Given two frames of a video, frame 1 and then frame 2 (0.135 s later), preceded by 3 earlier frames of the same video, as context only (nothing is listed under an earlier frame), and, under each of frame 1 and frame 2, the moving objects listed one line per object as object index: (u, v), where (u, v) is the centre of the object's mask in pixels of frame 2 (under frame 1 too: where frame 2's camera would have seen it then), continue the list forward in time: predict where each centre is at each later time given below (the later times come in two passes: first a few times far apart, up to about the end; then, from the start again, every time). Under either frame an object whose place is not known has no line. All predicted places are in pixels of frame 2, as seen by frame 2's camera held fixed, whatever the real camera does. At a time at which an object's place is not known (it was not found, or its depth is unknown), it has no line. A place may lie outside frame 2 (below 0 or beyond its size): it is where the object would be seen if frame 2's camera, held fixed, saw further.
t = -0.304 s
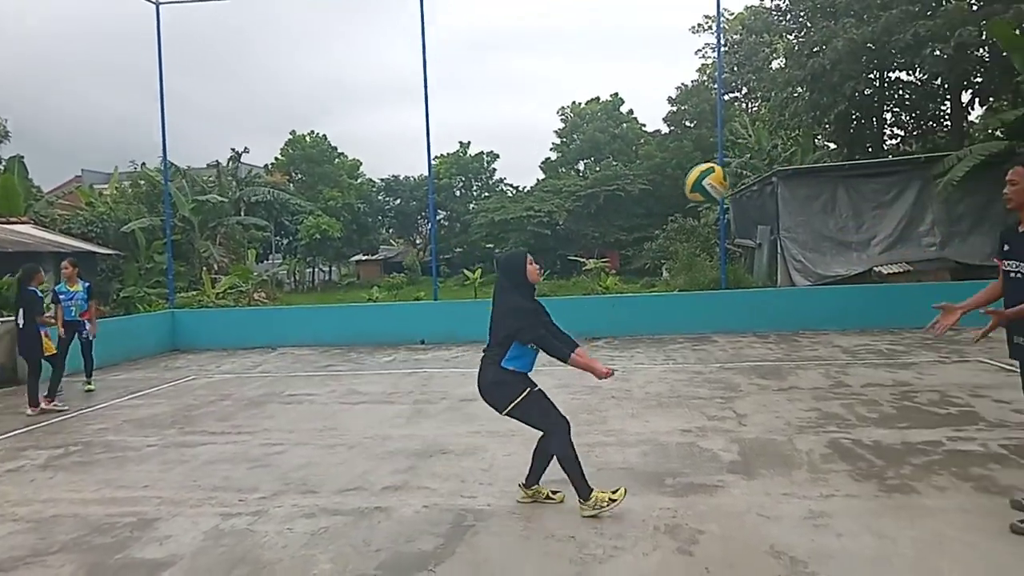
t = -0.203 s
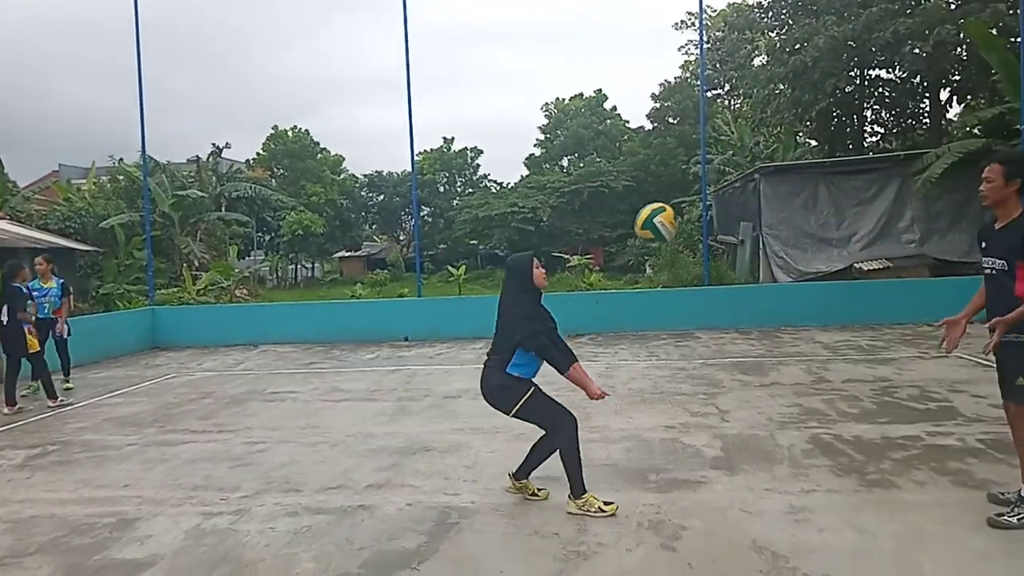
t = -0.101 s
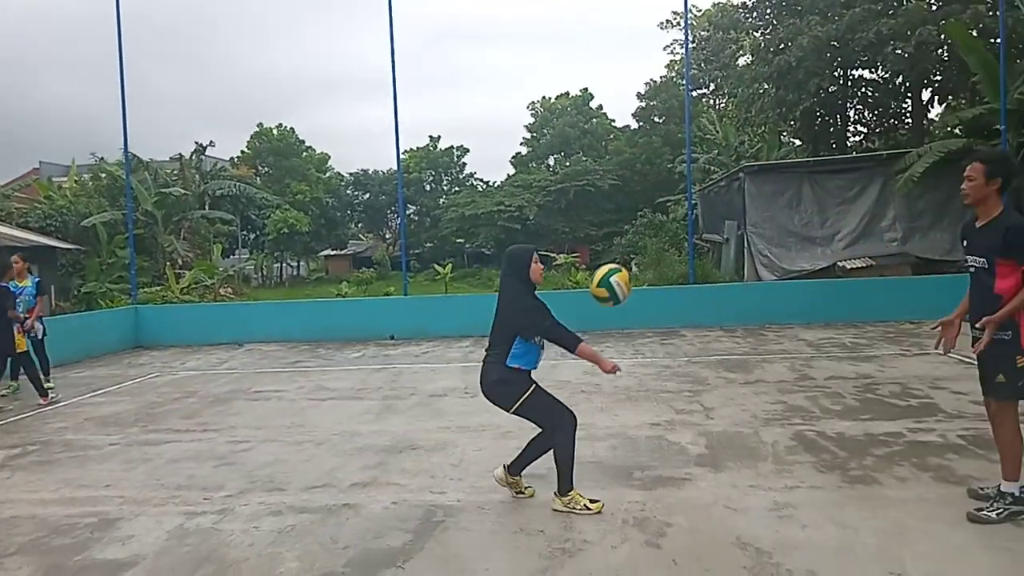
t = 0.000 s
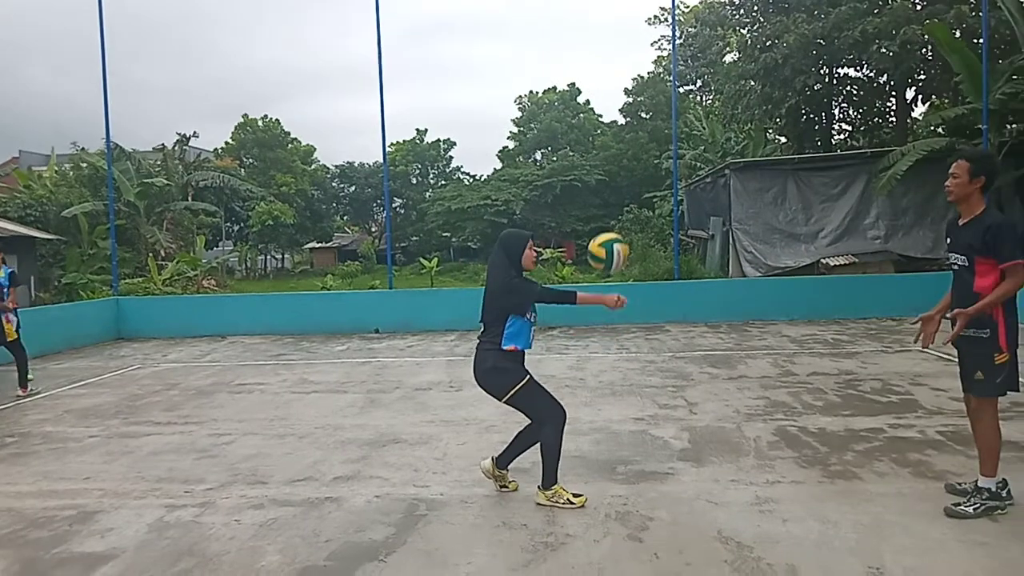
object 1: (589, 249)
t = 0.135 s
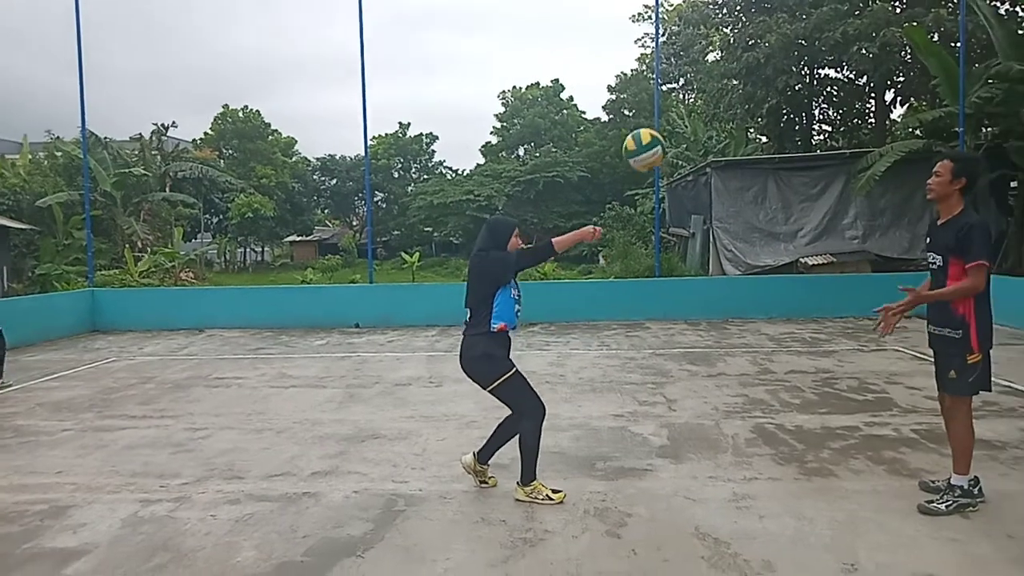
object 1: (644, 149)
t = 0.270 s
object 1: (700, 81)
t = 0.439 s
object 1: (773, 42)
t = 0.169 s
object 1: (657, 129)
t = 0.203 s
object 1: (671, 111)
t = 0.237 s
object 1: (686, 95)
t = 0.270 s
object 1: (700, 81)
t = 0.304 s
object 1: (714, 69)
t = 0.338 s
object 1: (727, 60)
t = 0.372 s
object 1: (742, 55)
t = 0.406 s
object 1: (758, 46)
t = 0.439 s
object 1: (773, 42)
